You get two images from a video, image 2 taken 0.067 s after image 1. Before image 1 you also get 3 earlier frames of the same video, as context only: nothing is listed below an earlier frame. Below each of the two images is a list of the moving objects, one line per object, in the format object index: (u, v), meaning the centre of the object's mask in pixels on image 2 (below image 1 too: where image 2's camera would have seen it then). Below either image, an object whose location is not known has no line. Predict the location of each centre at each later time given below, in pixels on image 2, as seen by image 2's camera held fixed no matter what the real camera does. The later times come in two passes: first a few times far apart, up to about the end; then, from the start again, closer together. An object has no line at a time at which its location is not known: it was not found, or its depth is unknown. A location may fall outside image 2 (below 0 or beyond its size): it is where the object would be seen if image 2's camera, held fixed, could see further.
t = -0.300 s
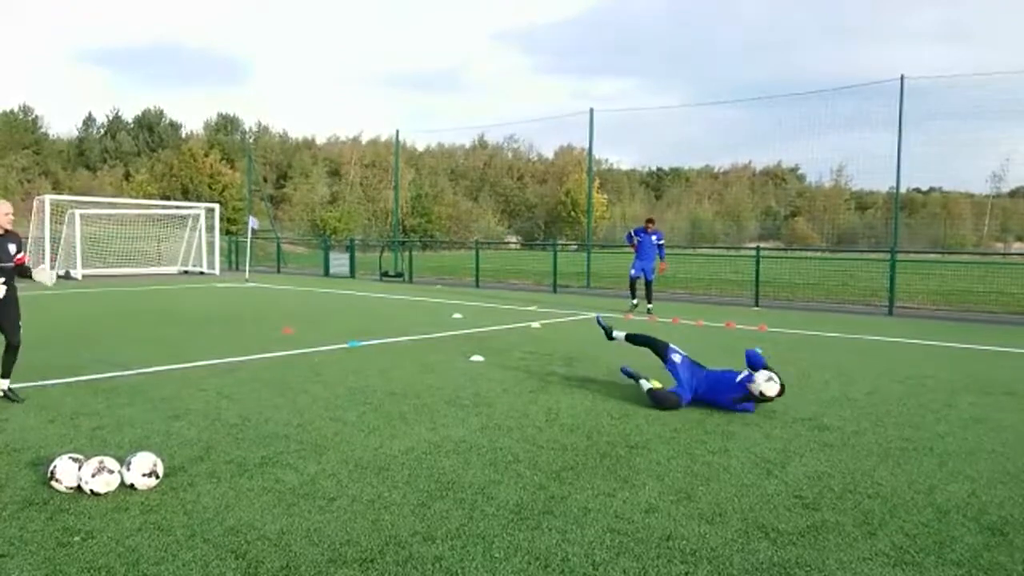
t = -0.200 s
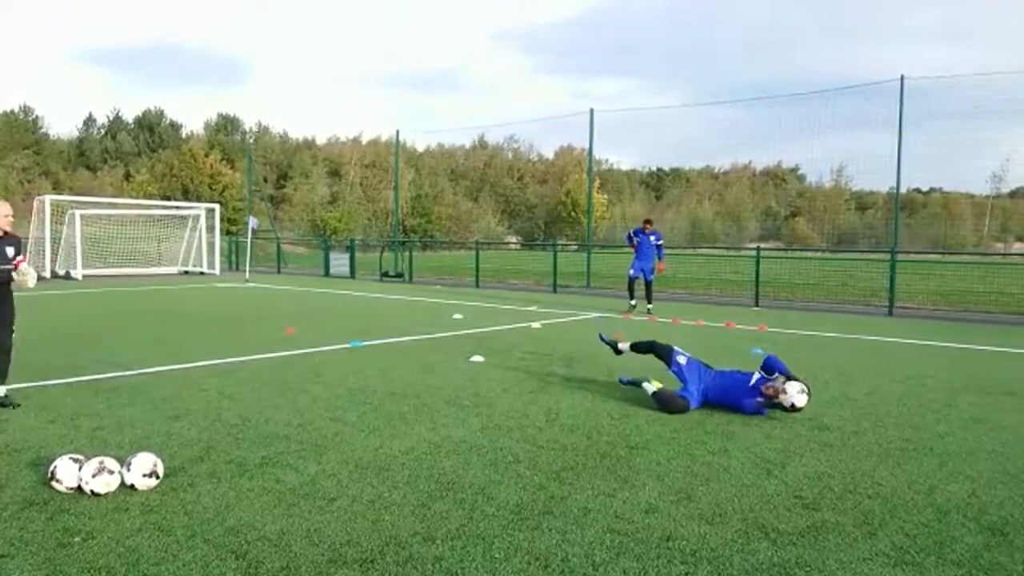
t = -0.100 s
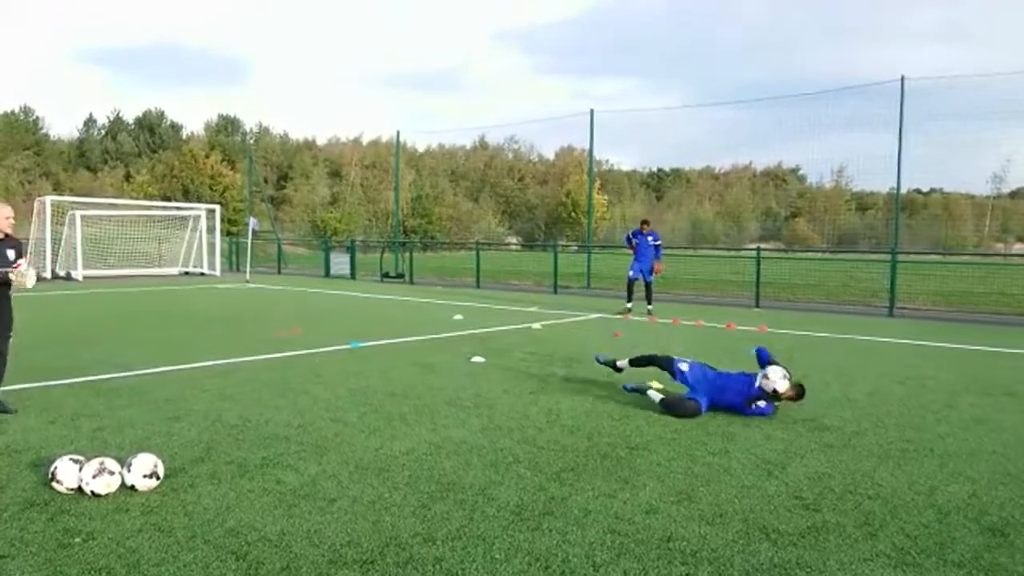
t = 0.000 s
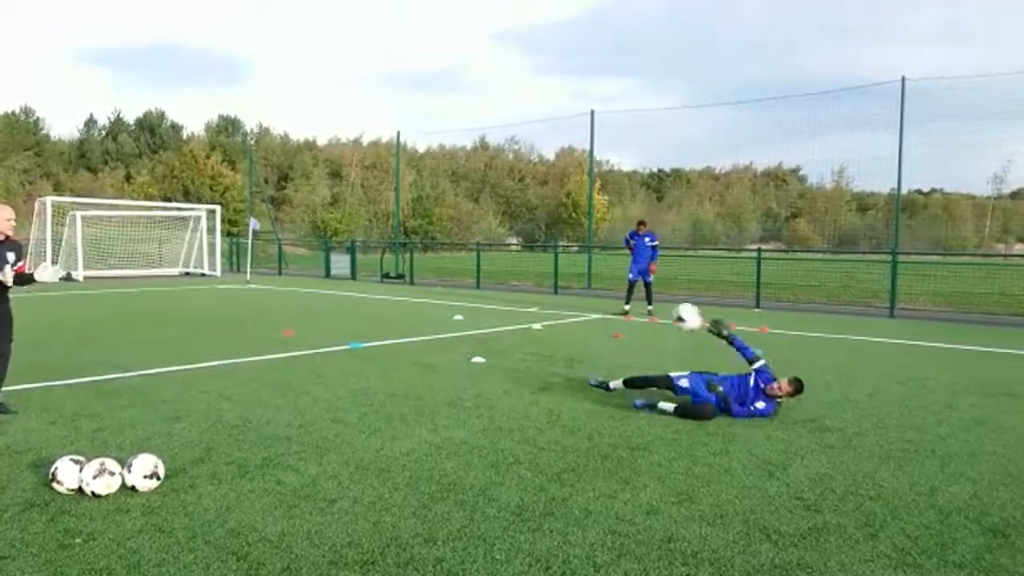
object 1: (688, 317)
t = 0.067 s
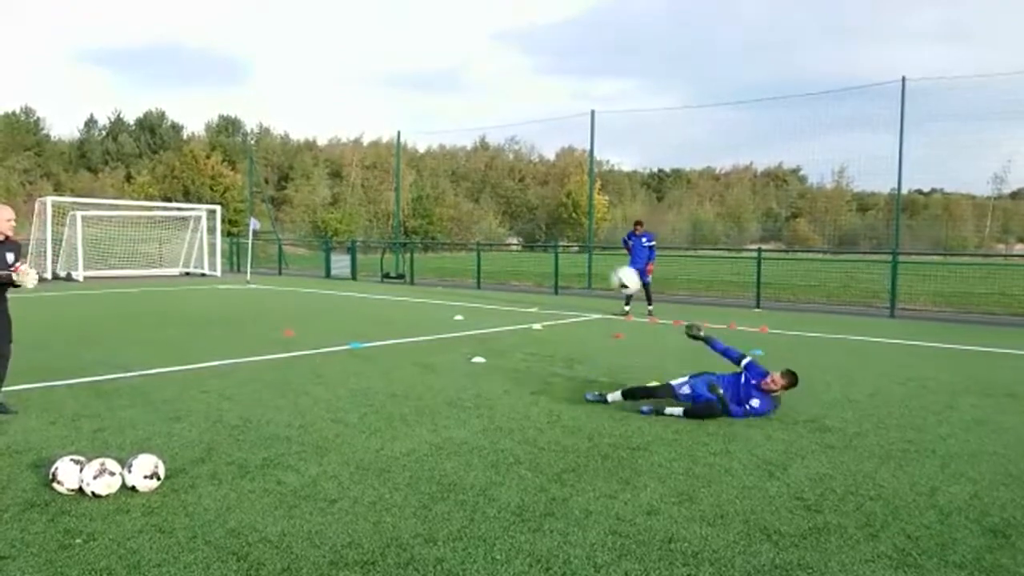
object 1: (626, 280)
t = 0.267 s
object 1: (439, 199)
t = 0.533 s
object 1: (197, 171)
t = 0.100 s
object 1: (594, 262)
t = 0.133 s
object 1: (563, 247)
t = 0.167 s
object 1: (531, 233)
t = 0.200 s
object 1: (502, 220)
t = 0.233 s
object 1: (471, 209)
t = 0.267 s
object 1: (439, 199)
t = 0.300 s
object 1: (409, 191)
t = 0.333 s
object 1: (379, 183)
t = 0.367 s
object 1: (348, 177)
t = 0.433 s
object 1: (286, 171)
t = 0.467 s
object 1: (256, 169)
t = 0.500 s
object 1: (227, 169)
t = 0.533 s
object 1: (197, 171)
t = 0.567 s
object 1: (168, 174)
